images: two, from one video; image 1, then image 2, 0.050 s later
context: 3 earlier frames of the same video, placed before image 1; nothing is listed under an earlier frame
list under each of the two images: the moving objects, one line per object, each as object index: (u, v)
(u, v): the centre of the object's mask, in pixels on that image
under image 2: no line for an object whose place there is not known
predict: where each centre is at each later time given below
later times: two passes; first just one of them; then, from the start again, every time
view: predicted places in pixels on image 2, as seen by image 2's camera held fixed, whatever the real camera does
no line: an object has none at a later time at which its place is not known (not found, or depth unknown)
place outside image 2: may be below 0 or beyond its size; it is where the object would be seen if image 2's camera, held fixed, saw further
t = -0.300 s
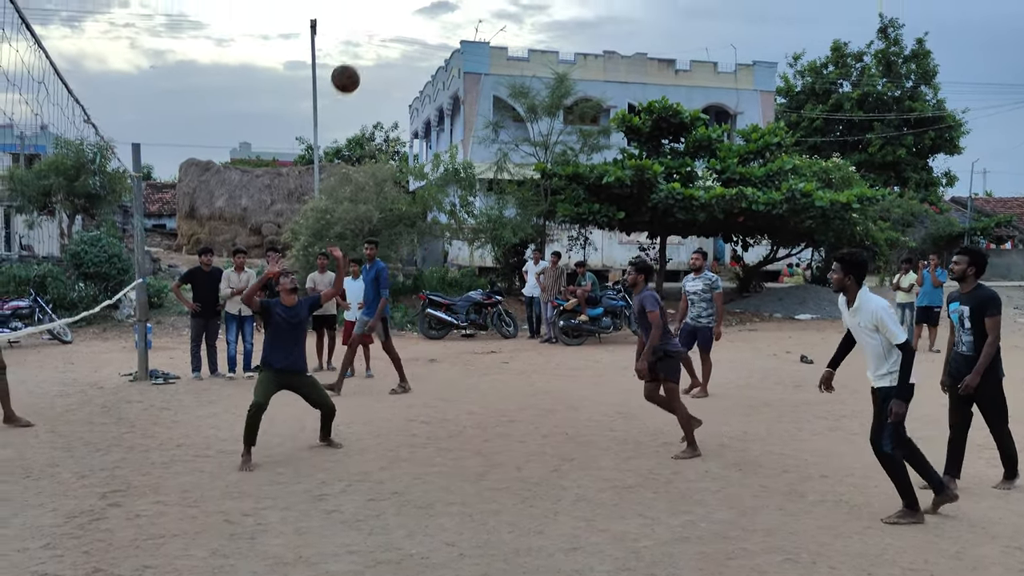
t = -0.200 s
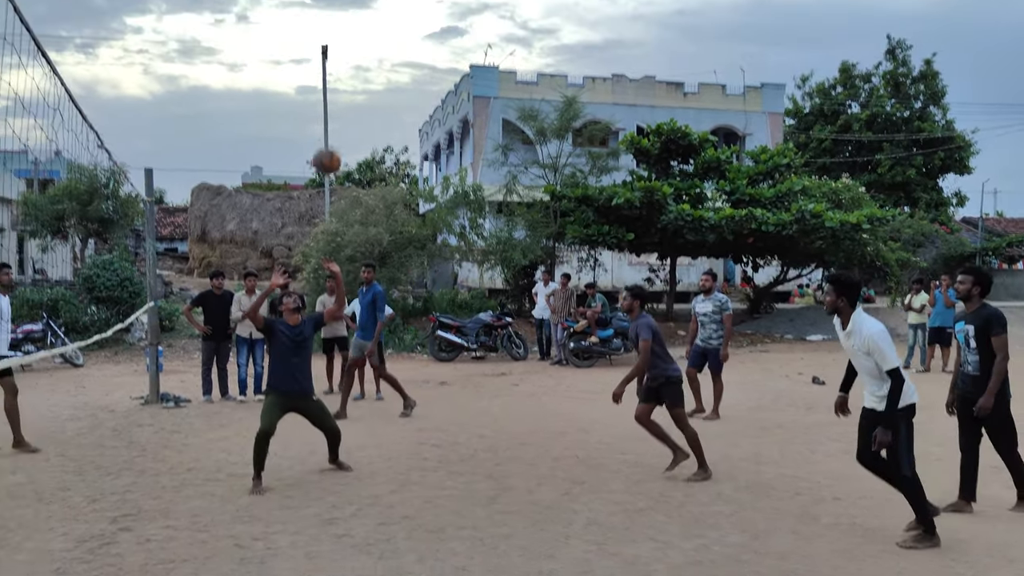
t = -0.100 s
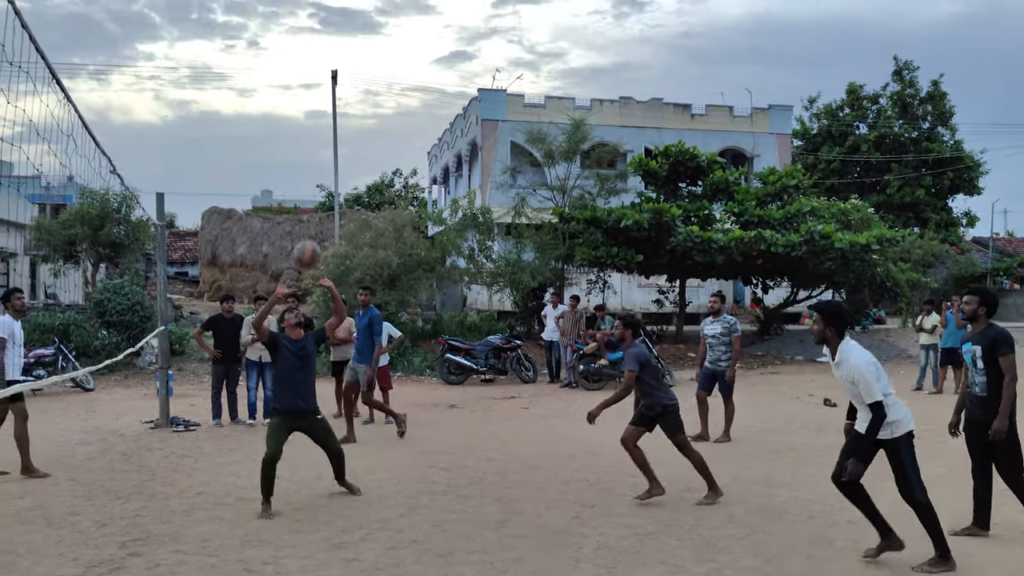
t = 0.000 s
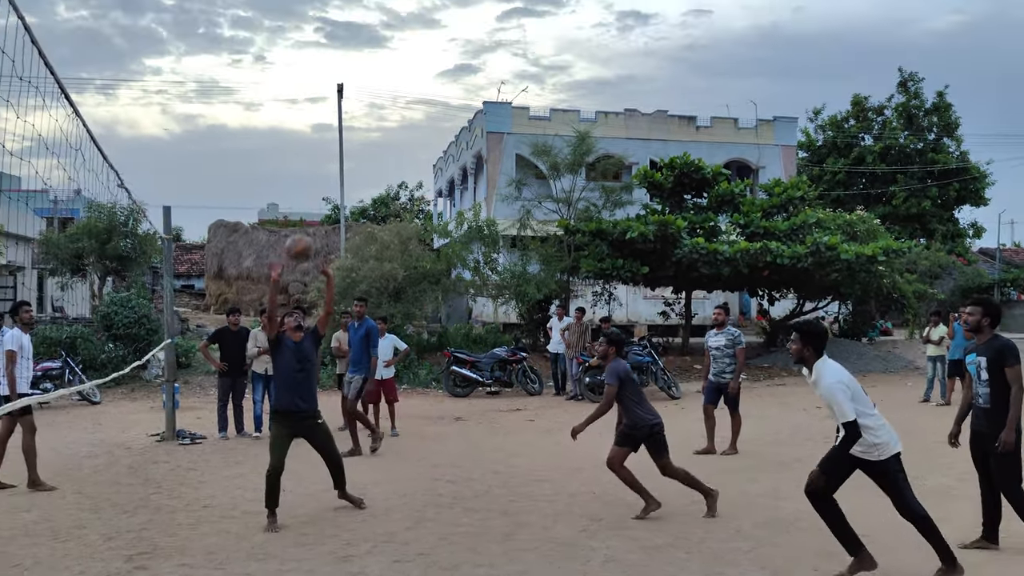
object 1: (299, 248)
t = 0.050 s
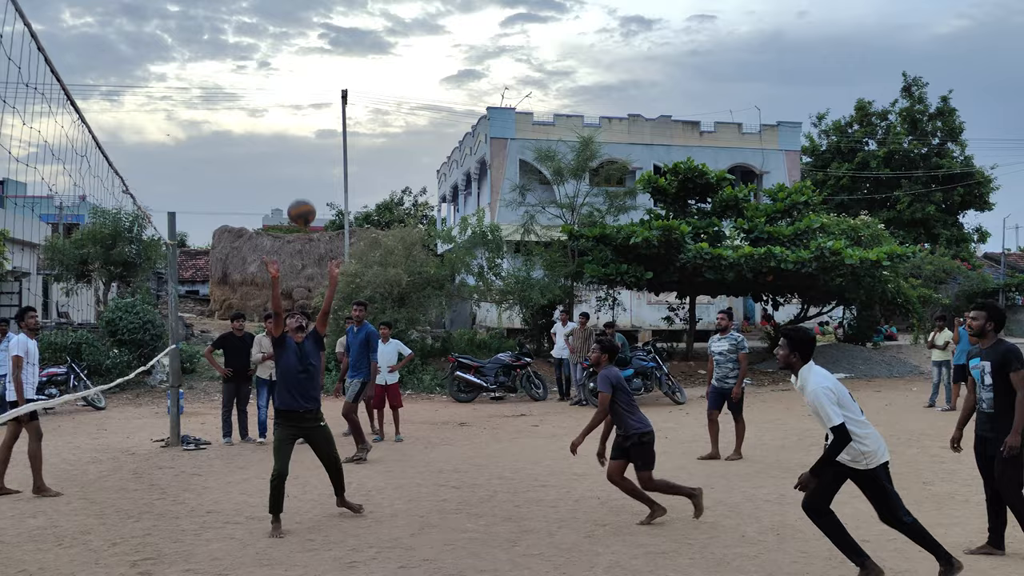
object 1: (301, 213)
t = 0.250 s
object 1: (291, 77)
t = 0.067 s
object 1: (301, 199)
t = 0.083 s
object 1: (300, 187)
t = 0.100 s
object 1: (299, 174)
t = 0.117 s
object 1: (298, 162)
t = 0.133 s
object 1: (297, 150)
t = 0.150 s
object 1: (296, 139)
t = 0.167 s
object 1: (295, 128)
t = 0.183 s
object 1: (295, 117)
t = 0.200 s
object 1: (294, 107)
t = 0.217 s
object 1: (293, 97)
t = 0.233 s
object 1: (292, 86)
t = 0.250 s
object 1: (291, 77)
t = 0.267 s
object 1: (290, 67)
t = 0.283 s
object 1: (289, 59)
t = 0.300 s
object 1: (287, 50)
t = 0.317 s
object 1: (287, 41)
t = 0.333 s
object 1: (285, 33)
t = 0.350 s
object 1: (284, 25)
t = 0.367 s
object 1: (283, 17)
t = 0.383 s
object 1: (282, 10)
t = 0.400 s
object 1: (280, 4)
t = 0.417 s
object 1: (279, -3)
